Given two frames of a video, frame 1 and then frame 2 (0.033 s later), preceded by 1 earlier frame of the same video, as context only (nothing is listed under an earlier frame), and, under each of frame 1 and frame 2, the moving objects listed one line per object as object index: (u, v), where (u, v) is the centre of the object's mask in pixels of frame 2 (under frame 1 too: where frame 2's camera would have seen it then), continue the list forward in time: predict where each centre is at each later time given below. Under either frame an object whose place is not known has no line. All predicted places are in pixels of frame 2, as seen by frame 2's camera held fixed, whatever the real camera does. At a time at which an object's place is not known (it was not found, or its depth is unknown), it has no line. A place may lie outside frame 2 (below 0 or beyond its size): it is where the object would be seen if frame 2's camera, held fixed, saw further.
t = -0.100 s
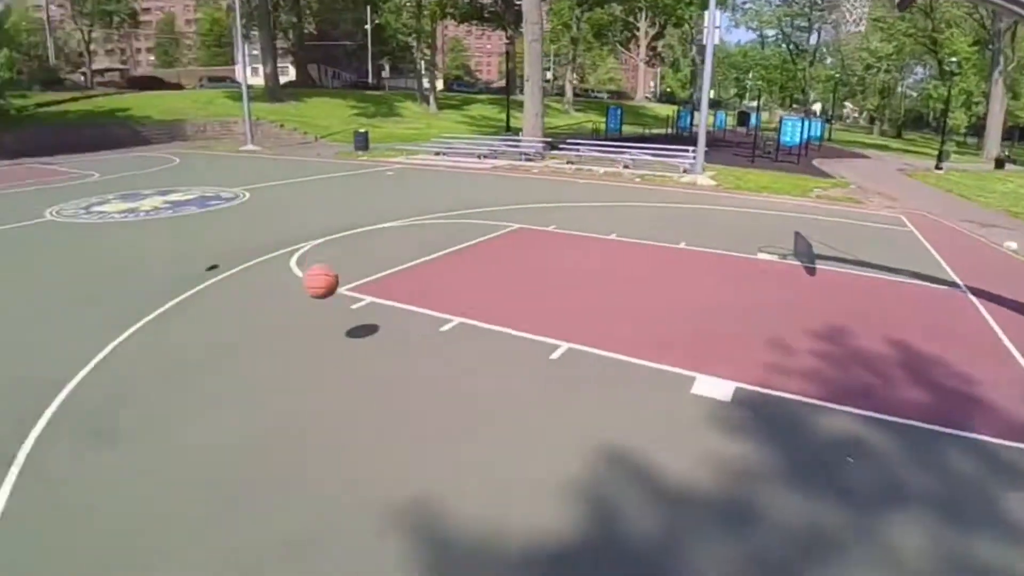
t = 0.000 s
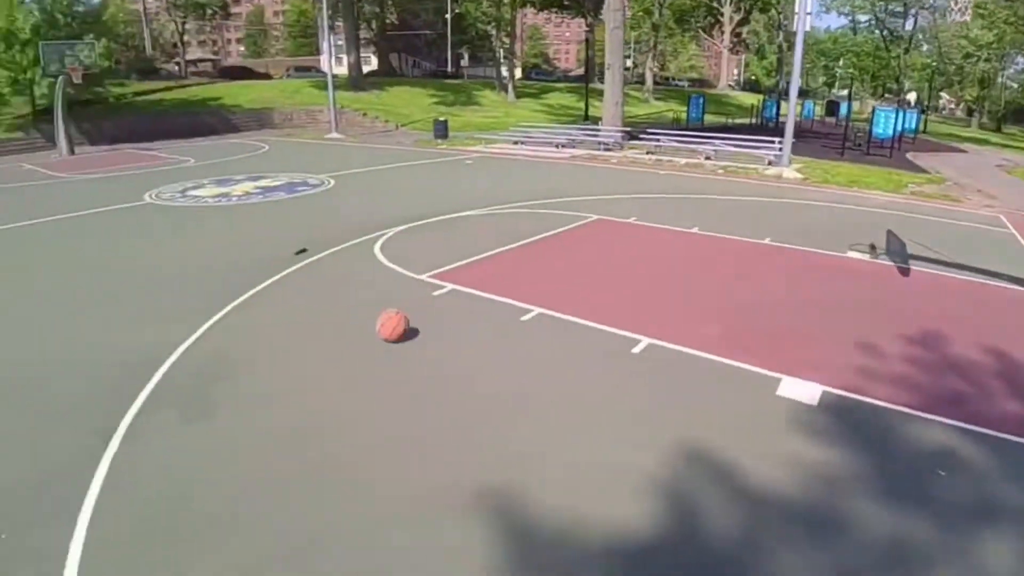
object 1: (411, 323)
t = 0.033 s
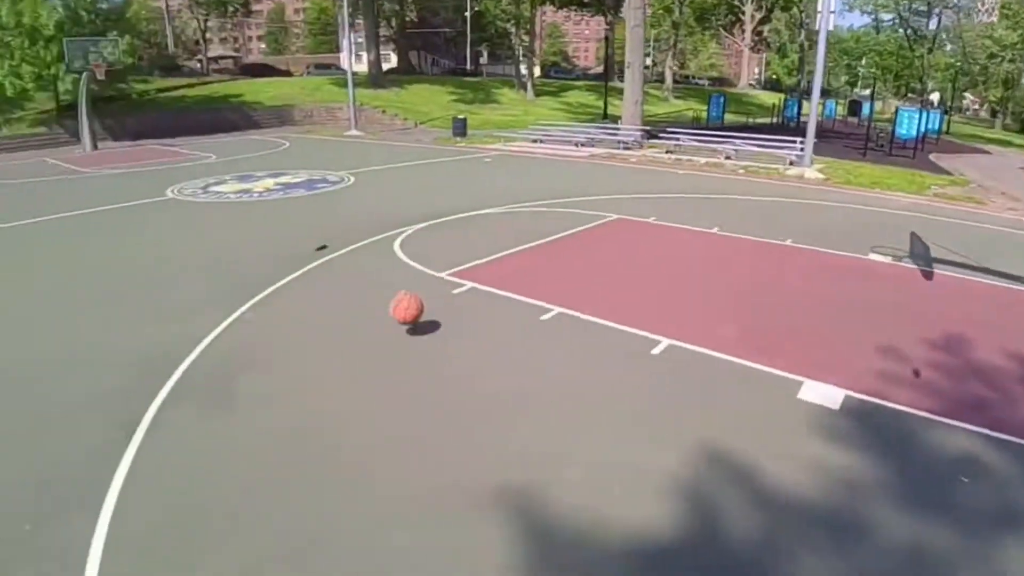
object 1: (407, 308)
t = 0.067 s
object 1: (401, 293)
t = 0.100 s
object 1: (395, 279)
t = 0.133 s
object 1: (391, 266)
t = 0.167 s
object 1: (387, 255)
